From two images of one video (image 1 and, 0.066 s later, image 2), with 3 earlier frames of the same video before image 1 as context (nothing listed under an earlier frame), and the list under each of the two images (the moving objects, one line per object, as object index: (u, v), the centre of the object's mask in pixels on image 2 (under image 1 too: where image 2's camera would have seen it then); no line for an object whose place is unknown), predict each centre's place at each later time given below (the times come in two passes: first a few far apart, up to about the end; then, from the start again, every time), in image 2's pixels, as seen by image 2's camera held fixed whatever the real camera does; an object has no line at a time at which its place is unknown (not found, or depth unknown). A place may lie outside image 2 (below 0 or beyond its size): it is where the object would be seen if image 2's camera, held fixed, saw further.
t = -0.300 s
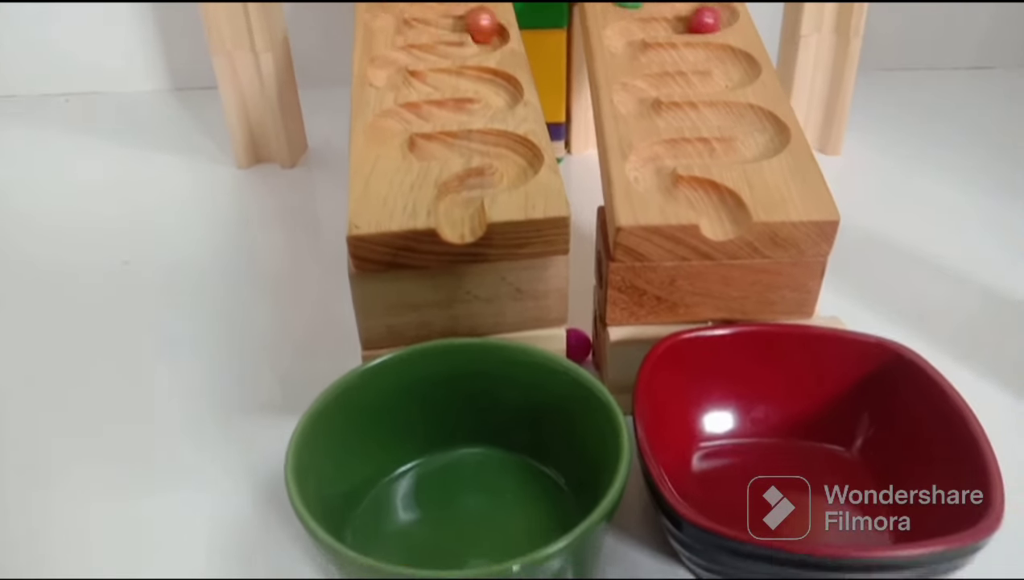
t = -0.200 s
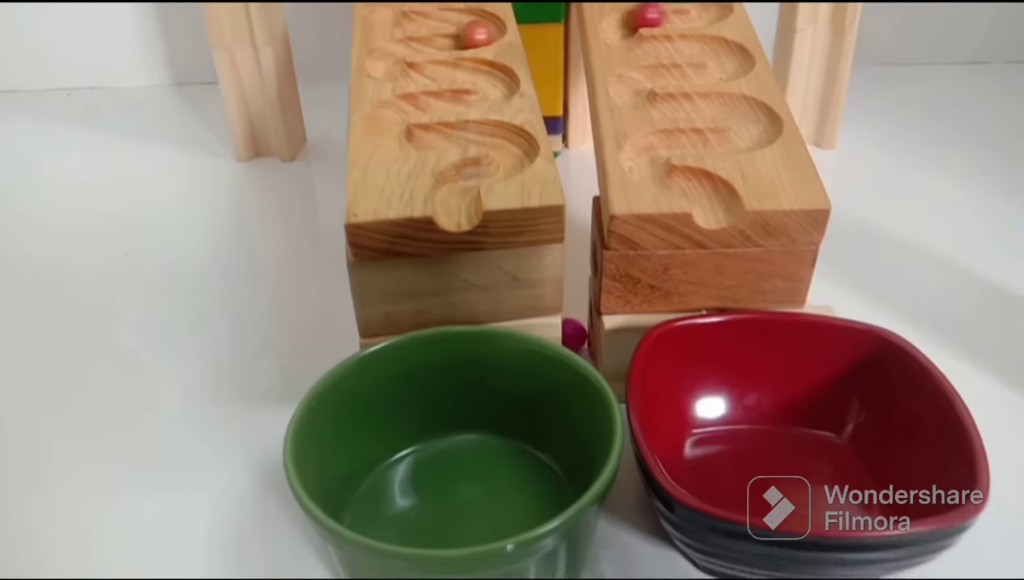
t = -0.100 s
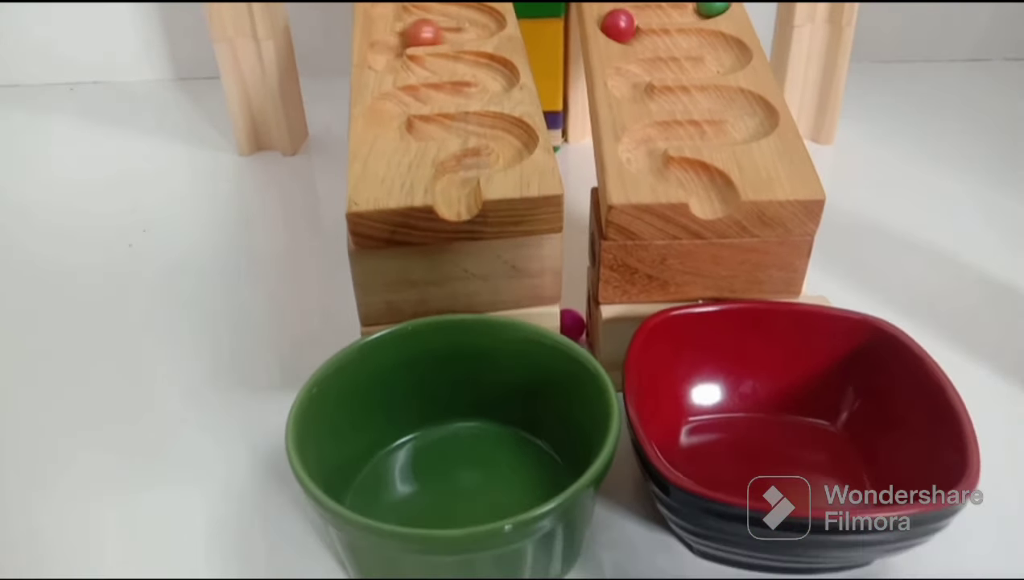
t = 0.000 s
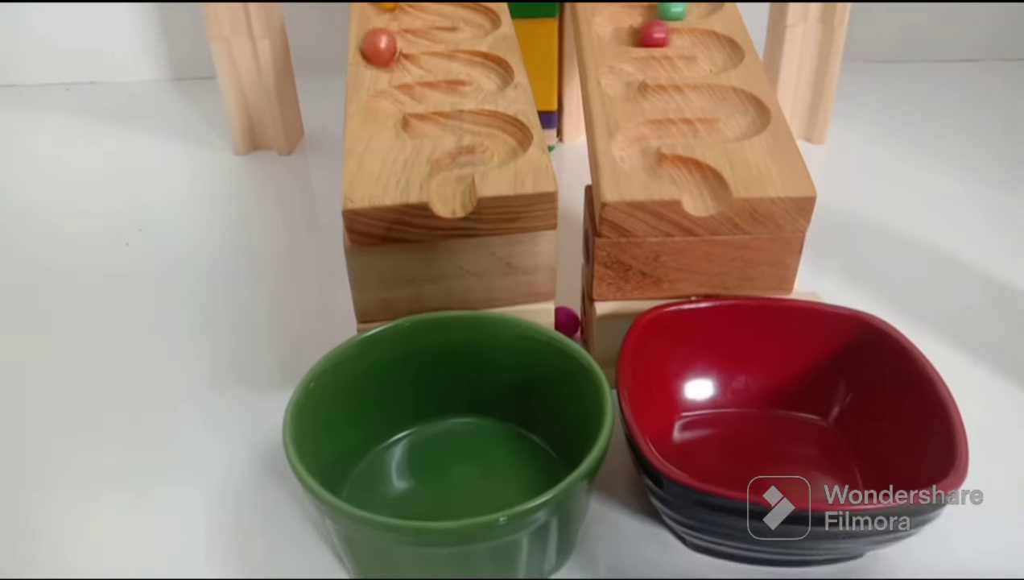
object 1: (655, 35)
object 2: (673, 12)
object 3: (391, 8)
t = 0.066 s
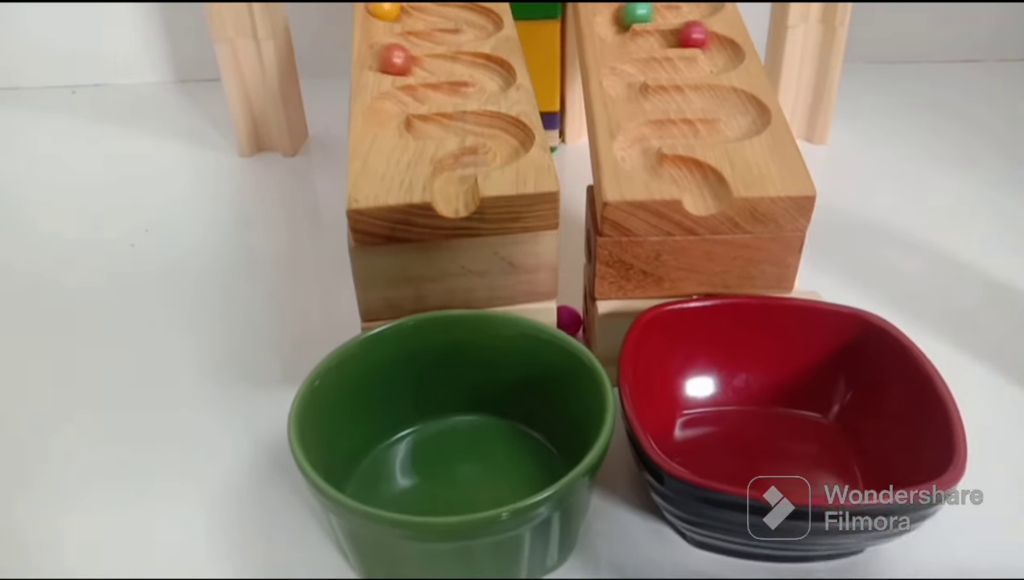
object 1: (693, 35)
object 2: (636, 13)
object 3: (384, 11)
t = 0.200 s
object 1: (720, 59)
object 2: (626, 33)
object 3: (440, 13)
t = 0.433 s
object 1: (625, 84)
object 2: (721, 59)
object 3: (448, 33)
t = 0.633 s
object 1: (736, 96)
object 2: (620, 77)
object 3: (388, 59)
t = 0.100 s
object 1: (711, 37)
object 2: (620, 17)
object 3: (392, 12)
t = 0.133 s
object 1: (720, 46)
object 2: (612, 23)
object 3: (409, 13)
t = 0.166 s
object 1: (726, 54)
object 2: (615, 28)
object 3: (424, 13)
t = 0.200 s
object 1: (720, 59)
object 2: (626, 33)
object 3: (440, 13)
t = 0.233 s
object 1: (703, 62)
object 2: (643, 36)
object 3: (454, 13)
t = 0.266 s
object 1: (683, 62)
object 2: (663, 36)
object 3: (472, 16)
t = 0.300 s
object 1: (666, 62)
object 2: (683, 35)
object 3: (481, 19)
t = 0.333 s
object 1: (646, 64)
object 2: (705, 36)
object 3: (487, 23)
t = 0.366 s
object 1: (631, 70)
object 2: (718, 44)
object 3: (482, 27)
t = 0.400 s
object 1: (621, 75)
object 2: (726, 52)
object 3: (467, 32)
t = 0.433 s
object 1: (625, 84)
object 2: (721, 59)
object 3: (448, 33)
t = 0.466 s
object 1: (638, 90)
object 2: (704, 62)
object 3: (432, 34)
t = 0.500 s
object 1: (657, 93)
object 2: (683, 63)
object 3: (415, 37)
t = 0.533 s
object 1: (677, 93)
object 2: (664, 63)
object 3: (398, 41)
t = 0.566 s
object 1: (697, 92)
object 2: (643, 66)
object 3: (388, 46)
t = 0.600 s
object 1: (717, 93)
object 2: (628, 70)
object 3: (383, 53)
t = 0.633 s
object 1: (736, 96)
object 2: (620, 77)
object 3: (388, 59)
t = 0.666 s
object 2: (625, 85)
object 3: (401, 63)
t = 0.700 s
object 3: (419, 63)
